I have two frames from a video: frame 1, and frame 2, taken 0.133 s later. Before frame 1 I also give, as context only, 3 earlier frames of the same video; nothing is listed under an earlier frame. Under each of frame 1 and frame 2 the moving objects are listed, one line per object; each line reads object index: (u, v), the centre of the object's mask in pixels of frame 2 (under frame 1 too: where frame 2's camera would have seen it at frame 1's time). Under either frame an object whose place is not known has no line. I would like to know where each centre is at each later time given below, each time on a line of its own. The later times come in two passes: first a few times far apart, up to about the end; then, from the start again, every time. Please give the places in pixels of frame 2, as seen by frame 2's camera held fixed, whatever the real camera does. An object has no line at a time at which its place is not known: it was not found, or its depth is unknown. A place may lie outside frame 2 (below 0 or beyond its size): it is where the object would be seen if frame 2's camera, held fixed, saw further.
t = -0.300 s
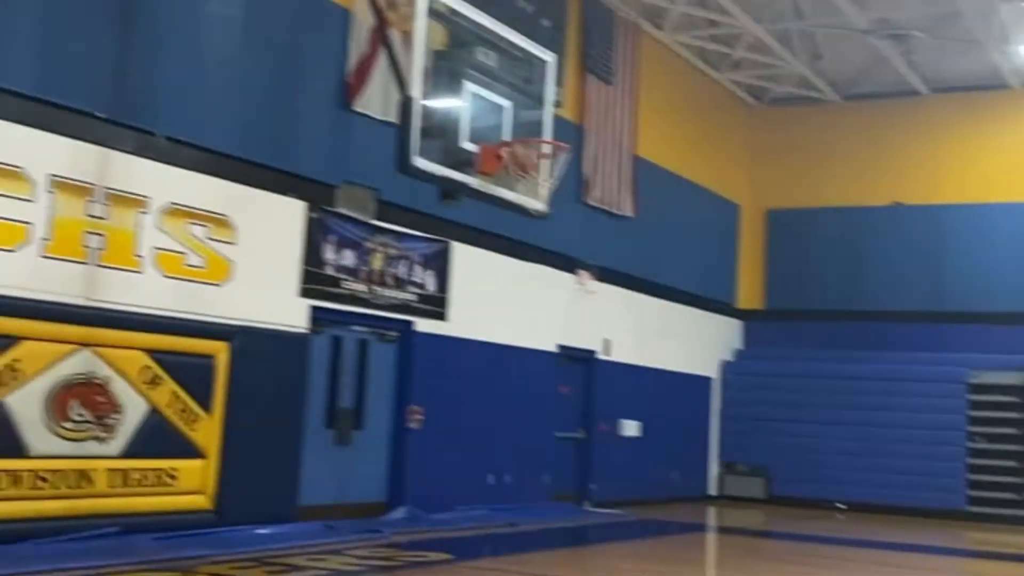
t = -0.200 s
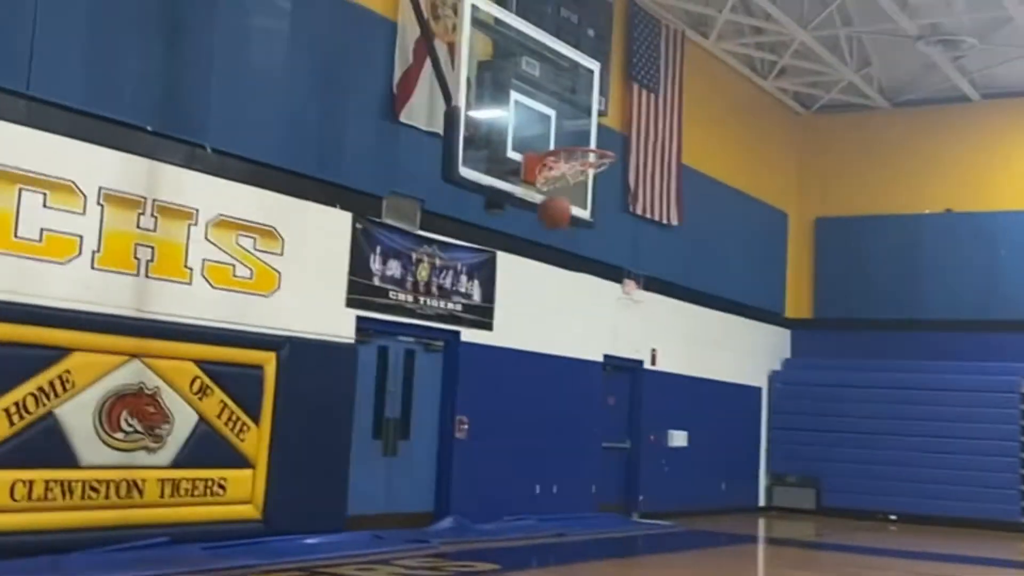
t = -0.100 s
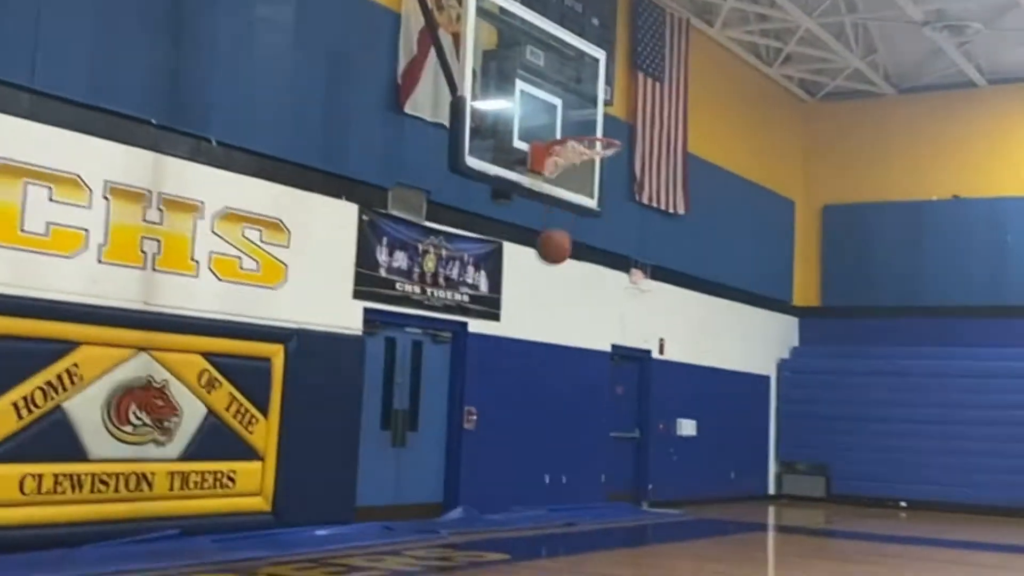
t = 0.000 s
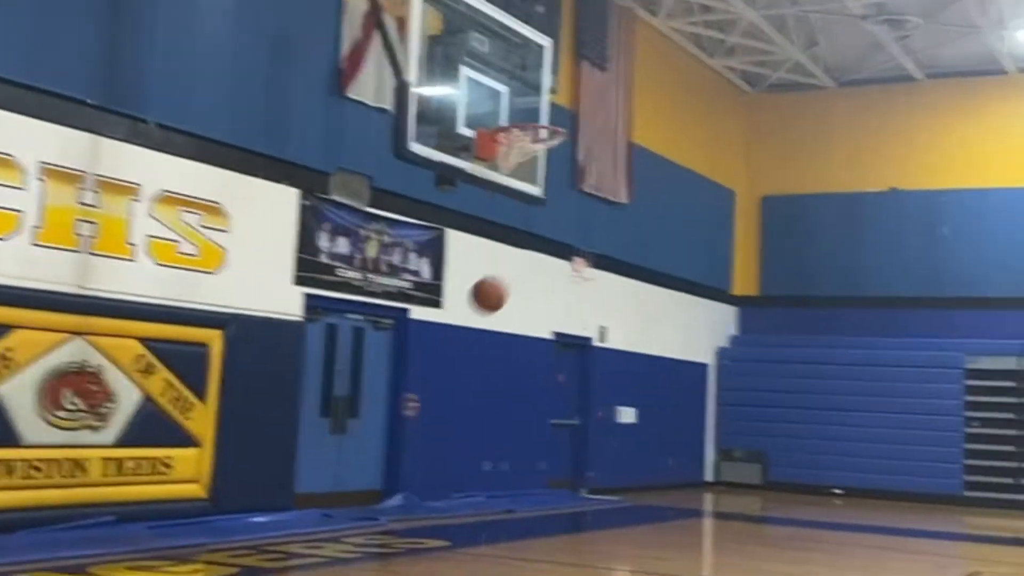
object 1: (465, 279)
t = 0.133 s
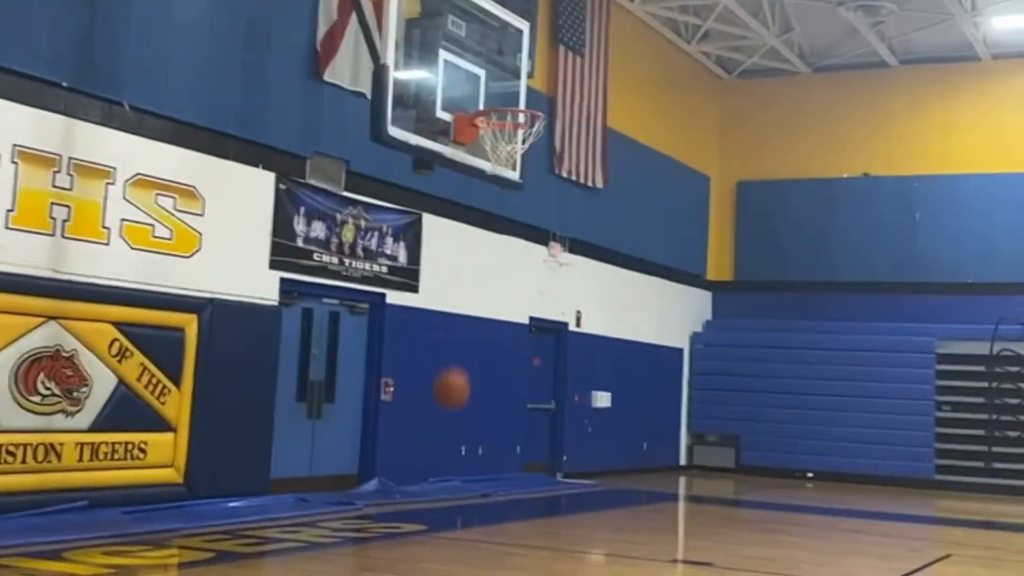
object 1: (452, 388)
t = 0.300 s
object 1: (428, 572)
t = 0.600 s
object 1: (497, 378)
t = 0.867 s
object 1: (549, 325)
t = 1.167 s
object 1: (599, 413)
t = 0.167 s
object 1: (449, 420)
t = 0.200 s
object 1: (445, 456)
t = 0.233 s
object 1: (441, 492)
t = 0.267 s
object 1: (434, 533)
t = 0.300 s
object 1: (428, 572)
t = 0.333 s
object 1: (436, 547)
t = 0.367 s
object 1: (444, 519)
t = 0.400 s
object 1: (453, 493)
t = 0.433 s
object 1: (461, 467)
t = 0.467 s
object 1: (469, 447)
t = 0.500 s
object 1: (476, 427)
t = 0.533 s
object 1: (483, 409)
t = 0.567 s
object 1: (490, 392)
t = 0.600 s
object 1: (497, 378)
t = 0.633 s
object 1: (503, 365)
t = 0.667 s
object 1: (511, 353)
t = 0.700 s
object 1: (518, 345)
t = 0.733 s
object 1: (524, 338)
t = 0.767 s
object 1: (529, 332)
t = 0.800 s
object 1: (537, 328)
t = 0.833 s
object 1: (543, 325)
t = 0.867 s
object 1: (549, 325)
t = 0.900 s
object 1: (555, 327)
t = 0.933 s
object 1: (561, 330)
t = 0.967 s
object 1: (567, 335)
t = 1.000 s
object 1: (572, 343)
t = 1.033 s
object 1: (578, 353)
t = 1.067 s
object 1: (583, 364)
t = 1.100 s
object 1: (589, 378)
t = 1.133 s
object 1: (595, 395)
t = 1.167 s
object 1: (599, 413)
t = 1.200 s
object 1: (604, 434)
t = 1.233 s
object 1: (609, 458)
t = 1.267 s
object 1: (613, 487)
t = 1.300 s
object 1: (616, 522)
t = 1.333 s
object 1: (620, 557)
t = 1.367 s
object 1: (625, 595)
